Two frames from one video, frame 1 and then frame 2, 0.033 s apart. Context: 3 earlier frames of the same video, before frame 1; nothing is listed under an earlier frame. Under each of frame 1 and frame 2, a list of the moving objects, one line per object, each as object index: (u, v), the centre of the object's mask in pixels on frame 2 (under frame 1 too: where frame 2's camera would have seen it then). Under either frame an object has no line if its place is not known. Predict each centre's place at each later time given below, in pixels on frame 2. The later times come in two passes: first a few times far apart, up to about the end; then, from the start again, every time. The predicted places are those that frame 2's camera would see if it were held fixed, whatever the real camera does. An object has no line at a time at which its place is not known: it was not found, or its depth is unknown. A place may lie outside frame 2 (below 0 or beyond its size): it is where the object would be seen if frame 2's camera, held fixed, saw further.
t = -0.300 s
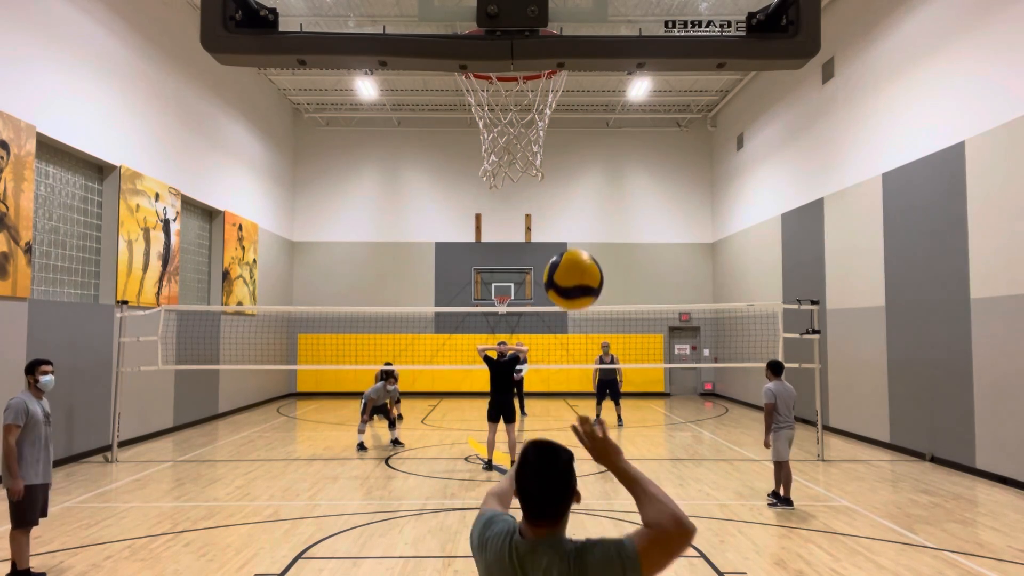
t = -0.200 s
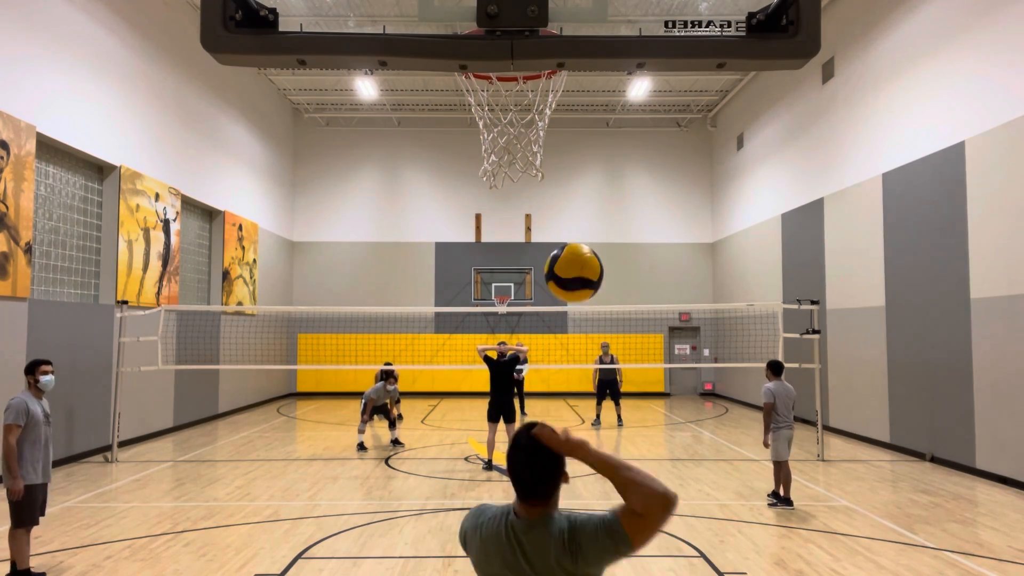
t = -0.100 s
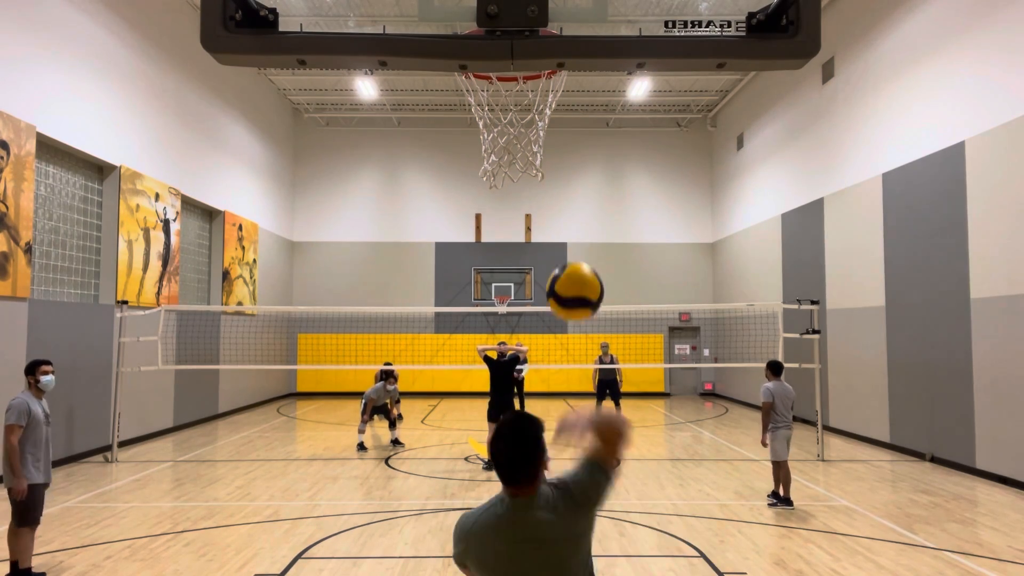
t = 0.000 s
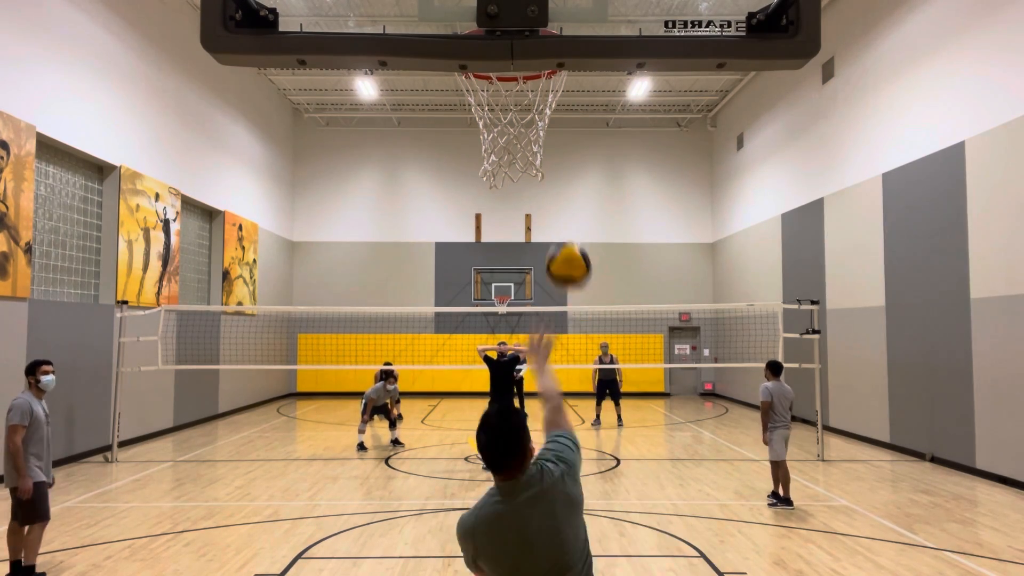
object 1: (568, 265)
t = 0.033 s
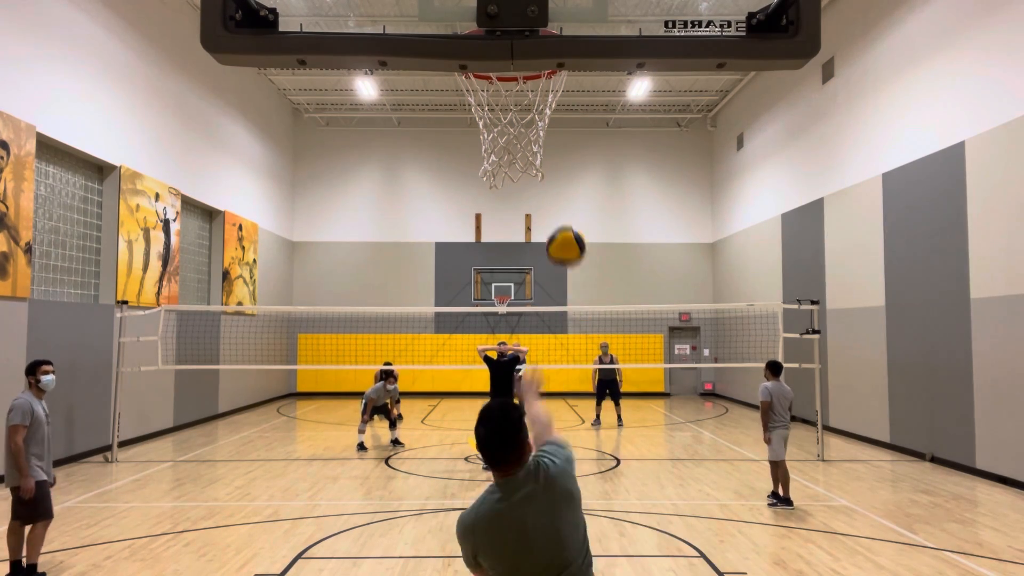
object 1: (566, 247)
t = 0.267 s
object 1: (556, 214)
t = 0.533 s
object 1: (556, 250)
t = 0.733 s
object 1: (554, 287)
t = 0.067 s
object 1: (564, 232)
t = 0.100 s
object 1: (562, 223)
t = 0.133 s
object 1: (561, 217)
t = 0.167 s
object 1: (559, 213)
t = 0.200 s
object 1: (558, 212)
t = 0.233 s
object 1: (557, 212)
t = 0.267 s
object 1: (556, 214)
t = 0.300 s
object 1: (556, 217)
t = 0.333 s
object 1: (556, 221)
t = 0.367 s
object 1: (556, 224)
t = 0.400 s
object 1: (556, 228)
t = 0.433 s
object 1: (556, 234)
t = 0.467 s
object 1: (556, 238)
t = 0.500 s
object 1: (556, 244)
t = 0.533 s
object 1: (556, 250)
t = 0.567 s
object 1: (556, 255)
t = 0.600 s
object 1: (555, 261)
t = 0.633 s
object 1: (555, 268)
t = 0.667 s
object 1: (555, 274)
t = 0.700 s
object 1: (554, 281)
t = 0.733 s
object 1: (554, 287)
